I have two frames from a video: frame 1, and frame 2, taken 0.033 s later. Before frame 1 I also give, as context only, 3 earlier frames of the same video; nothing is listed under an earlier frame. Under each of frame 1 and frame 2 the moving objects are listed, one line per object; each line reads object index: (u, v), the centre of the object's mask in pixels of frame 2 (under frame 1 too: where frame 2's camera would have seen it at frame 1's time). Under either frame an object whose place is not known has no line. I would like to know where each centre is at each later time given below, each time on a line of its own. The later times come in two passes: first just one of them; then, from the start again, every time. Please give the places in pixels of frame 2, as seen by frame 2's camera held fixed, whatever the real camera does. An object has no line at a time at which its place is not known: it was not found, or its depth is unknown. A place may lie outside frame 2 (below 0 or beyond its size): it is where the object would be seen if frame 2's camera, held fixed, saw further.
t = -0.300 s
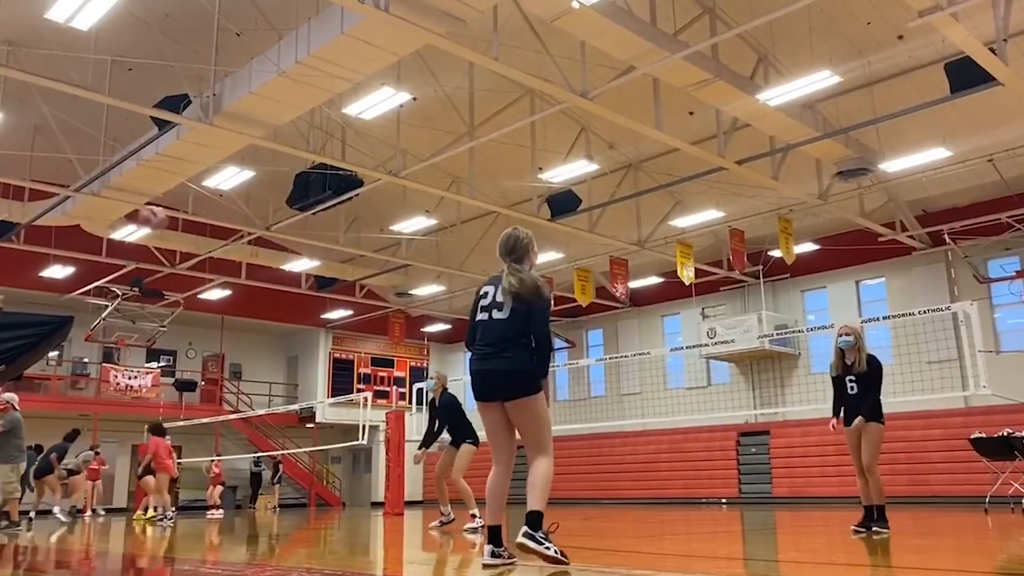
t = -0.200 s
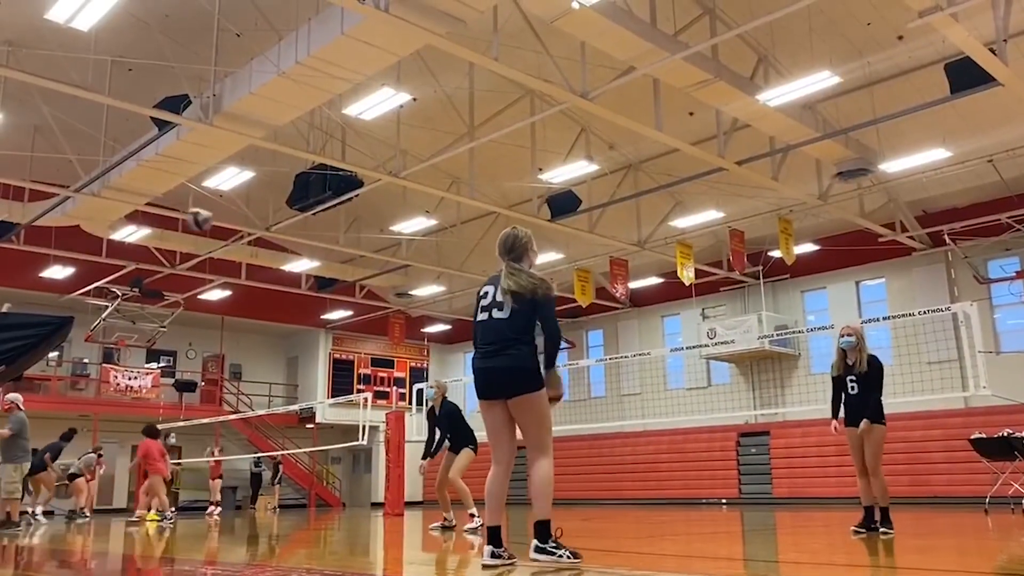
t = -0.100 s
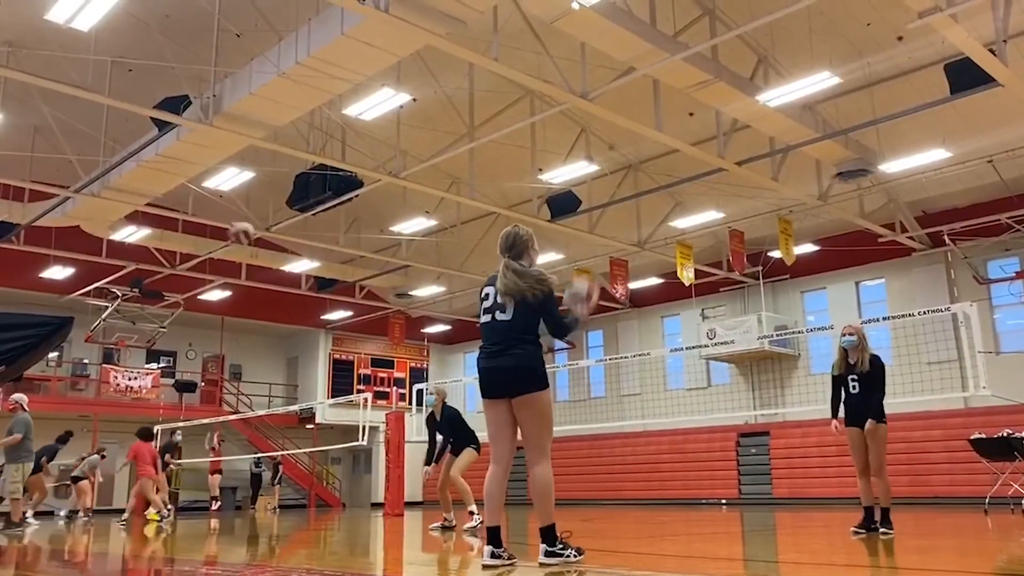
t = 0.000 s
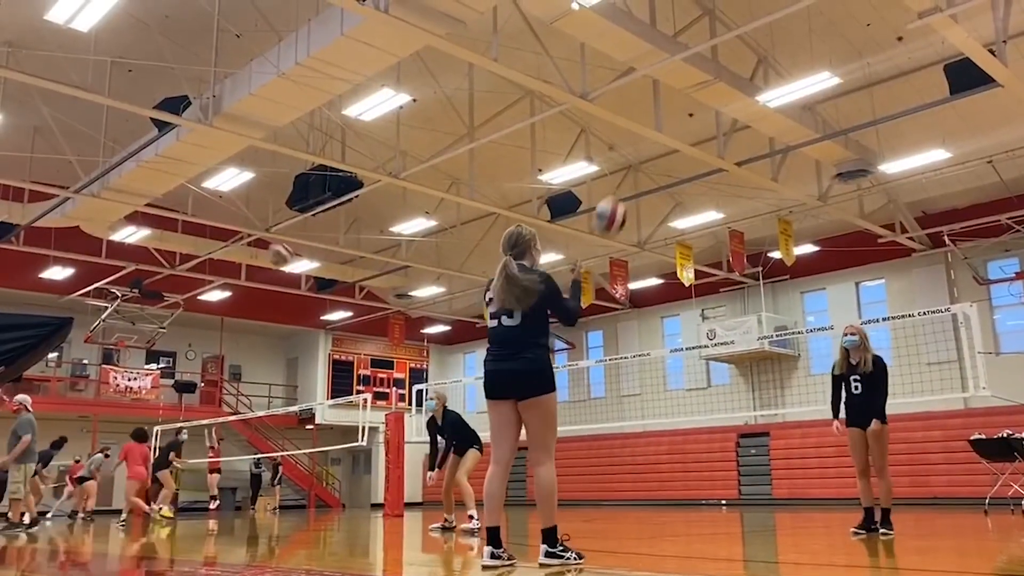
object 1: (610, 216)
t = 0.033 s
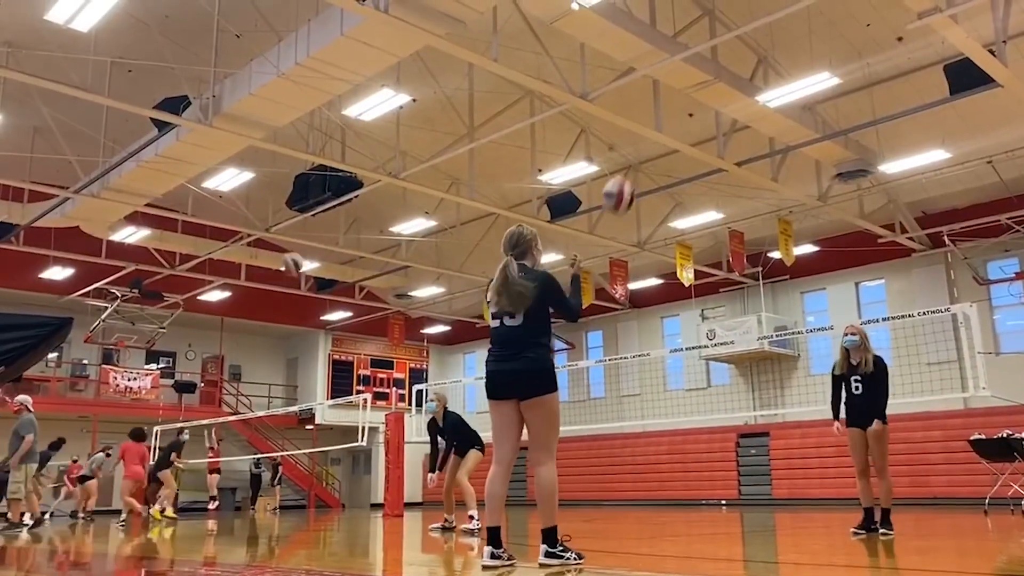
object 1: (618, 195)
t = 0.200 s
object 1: (659, 122)
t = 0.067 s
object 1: (627, 175)
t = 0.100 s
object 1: (635, 159)
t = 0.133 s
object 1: (643, 145)
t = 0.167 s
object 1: (651, 133)
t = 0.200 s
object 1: (659, 122)
